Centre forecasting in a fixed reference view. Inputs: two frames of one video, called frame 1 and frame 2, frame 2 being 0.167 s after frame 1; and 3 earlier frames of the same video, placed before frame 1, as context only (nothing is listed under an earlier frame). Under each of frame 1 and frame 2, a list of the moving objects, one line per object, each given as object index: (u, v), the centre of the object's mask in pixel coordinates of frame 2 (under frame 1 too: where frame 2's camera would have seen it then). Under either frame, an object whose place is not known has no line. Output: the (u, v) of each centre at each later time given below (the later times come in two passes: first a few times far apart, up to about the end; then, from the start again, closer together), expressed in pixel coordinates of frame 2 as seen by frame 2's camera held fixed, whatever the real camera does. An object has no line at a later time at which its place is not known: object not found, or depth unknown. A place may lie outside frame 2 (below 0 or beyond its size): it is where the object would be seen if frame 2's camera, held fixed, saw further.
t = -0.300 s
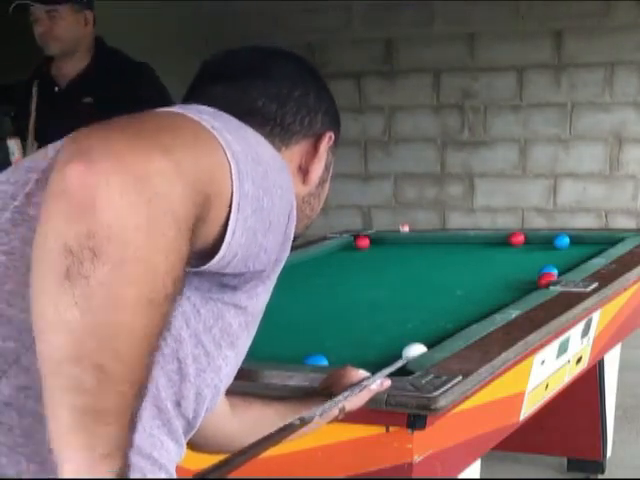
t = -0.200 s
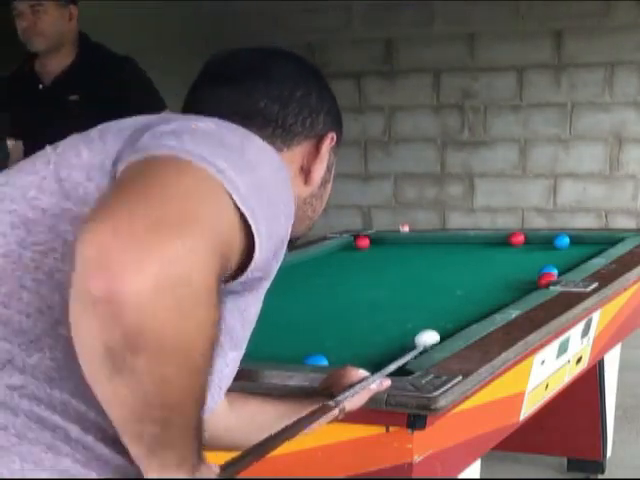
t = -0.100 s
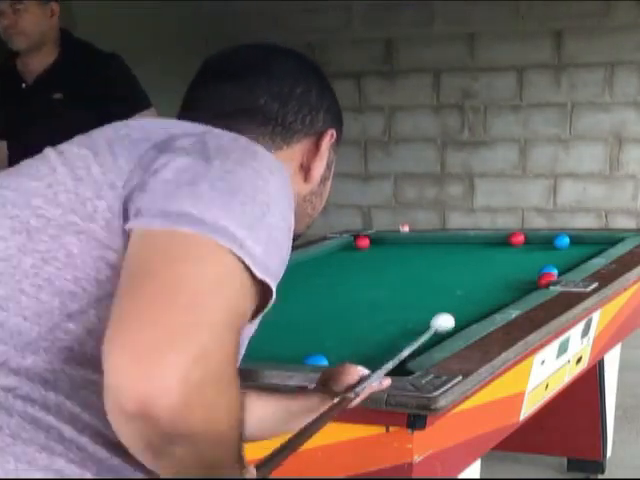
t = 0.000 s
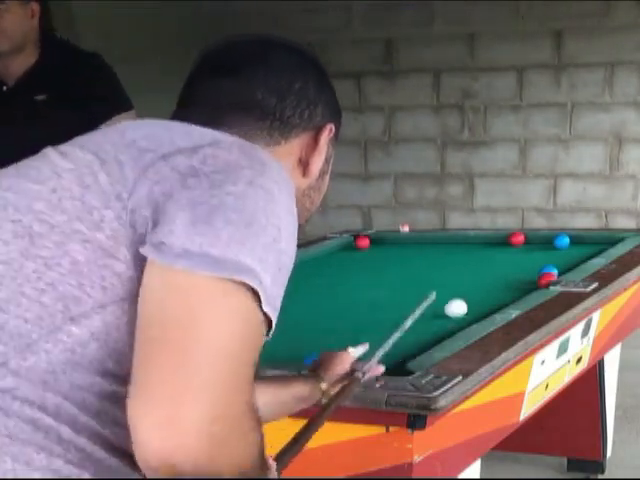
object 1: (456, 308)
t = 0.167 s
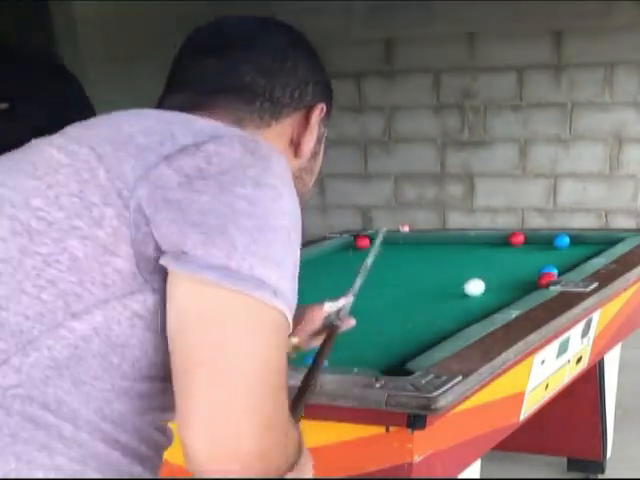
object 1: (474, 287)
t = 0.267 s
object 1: (484, 276)
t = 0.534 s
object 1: (505, 252)
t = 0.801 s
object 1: (513, 245)
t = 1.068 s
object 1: (513, 248)
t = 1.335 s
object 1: (512, 251)
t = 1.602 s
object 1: (513, 254)
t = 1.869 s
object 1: (512, 256)
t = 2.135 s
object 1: (512, 258)
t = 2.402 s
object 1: (512, 260)
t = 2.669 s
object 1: (512, 261)
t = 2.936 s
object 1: (511, 262)
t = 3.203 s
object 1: (510, 262)
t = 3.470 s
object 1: (510, 262)
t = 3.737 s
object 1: (510, 262)
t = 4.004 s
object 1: (510, 262)
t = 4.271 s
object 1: (510, 262)
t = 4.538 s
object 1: (510, 262)
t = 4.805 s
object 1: (510, 262)
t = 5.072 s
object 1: (510, 262)
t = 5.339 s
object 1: (510, 262)
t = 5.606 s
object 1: (510, 262)
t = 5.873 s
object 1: (510, 262)
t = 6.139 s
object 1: (510, 262)
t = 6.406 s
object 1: (510, 262)
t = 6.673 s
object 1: (510, 262)
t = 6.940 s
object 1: (510, 262)
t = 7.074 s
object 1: (510, 262)
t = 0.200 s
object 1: (477, 283)
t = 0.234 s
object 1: (480, 279)
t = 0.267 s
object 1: (484, 276)
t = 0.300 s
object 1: (486, 273)
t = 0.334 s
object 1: (489, 270)
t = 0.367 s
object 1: (492, 267)
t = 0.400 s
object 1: (495, 264)
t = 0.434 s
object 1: (498, 260)
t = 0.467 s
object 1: (500, 258)
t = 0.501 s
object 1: (503, 255)
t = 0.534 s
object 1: (505, 252)
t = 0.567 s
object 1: (507, 249)
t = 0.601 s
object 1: (509, 247)
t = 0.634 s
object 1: (512, 244)
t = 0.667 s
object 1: (513, 242)
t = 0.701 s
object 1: (514, 242)
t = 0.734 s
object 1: (513, 243)
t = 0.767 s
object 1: (513, 244)
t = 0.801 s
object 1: (513, 245)
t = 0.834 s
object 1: (513, 245)
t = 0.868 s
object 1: (513, 246)
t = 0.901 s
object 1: (513, 246)
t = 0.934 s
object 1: (513, 247)
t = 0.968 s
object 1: (513, 247)
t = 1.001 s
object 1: (513, 247)
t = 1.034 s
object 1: (513, 248)
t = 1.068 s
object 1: (513, 248)
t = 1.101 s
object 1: (512, 248)
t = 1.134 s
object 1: (512, 249)
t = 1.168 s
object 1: (512, 249)
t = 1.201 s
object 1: (512, 250)
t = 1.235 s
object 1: (513, 250)
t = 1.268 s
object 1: (512, 250)
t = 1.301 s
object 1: (513, 251)
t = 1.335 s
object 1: (512, 251)
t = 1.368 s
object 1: (513, 251)
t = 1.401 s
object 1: (512, 252)
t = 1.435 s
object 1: (512, 252)
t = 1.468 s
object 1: (513, 252)
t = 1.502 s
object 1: (513, 252)
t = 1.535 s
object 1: (513, 253)
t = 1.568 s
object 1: (513, 253)
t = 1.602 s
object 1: (513, 254)
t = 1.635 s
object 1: (513, 254)
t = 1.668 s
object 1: (513, 254)
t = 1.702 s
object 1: (513, 254)
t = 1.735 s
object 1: (512, 255)
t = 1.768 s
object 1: (512, 255)
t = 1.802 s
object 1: (512, 255)
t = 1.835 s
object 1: (512, 256)
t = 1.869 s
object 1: (512, 256)
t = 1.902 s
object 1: (513, 256)
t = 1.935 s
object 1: (513, 256)
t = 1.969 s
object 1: (512, 257)
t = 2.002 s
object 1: (512, 257)
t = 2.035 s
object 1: (512, 257)
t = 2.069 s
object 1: (512, 258)
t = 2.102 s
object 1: (512, 258)
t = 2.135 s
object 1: (512, 258)
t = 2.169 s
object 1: (512, 258)
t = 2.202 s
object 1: (512, 259)
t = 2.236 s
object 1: (512, 259)
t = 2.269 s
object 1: (512, 259)
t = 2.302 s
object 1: (512, 259)
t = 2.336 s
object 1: (512, 259)
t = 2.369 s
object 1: (512, 260)
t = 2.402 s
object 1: (512, 260)
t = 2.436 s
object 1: (512, 260)
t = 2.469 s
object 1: (512, 260)
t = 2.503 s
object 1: (512, 260)
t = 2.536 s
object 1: (512, 260)
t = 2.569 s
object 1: (512, 261)
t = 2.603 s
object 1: (512, 261)
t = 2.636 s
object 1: (512, 261)
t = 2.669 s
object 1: (512, 261)
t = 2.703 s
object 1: (512, 261)
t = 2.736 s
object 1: (512, 261)
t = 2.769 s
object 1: (512, 261)
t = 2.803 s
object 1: (512, 261)
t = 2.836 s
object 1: (512, 261)
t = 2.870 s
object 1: (511, 261)
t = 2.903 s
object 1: (511, 261)
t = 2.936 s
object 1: (511, 262)
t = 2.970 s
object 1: (511, 262)
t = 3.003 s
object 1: (511, 262)
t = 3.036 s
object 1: (511, 262)
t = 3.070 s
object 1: (511, 262)
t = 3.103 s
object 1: (511, 262)
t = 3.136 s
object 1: (510, 262)
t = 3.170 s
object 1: (510, 262)
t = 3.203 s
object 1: (510, 262)
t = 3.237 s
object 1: (510, 262)
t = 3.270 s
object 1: (510, 262)
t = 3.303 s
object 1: (510, 262)
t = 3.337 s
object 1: (510, 262)
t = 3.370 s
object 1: (510, 262)
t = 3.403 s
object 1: (510, 262)
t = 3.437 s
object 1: (510, 262)
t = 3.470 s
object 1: (510, 262)
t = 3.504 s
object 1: (510, 262)
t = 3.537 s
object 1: (510, 262)
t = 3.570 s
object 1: (510, 262)
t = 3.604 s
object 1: (510, 262)
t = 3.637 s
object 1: (510, 262)
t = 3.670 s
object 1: (510, 262)
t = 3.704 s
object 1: (510, 262)
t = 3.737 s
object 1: (510, 262)
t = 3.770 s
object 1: (510, 262)
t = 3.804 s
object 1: (510, 262)
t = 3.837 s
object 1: (510, 262)
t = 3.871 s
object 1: (510, 262)
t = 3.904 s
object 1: (510, 262)
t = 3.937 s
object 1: (510, 262)
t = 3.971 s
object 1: (510, 262)
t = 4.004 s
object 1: (510, 262)
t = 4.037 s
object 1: (510, 262)
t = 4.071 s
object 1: (510, 262)
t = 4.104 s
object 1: (510, 262)
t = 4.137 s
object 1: (510, 262)
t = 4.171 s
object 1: (510, 262)
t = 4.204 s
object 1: (510, 262)
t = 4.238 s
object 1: (510, 262)
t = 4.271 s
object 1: (510, 262)
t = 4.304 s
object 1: (510, 262)
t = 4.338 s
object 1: (510, 262)
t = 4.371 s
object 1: (510, 262)
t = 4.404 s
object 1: (510, 262)
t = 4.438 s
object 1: (510, 262)
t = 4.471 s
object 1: (510, 262)
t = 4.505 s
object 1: (510, 262)
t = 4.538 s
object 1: (510, 262)
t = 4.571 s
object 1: (510, 262)
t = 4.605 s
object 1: (510, 262)
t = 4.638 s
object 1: (510, 262)
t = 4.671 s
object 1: (510, 262)
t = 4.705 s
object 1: (510, 262)
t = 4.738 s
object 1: (510, 262)
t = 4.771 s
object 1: (510, 262)
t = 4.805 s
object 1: (510, 262)
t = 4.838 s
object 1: (510, 262)
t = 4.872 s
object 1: (510, 262)
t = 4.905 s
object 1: (510, 262)
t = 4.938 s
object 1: (510, 262)
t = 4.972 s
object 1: (510, 262)
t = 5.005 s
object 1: (510, 262)
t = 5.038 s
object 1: (510, 262)
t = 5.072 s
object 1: (510, 262)
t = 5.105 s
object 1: (510, 262)
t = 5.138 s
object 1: (510, 262)
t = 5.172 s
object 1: (510, 262)
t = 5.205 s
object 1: (510, 262)
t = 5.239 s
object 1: (510, 262)
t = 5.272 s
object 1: (510, 262)
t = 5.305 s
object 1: (510, 262)
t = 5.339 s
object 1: (510, 262)
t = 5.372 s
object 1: (510, 262)
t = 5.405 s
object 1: (510, 262)
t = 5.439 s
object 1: (510, 262)
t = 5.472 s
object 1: (510, 262)
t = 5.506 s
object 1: (510, 262)
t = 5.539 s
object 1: (510, 262)
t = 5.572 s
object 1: (510, 262)
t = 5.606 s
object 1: (510, 262)
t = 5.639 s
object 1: (510, 262)
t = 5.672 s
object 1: (510, 262)
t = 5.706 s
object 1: (510, 262)
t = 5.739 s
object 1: (510, 262)
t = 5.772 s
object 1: (510, 262)
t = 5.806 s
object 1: (510, 262)
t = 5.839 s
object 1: (510, 262)
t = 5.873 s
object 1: (510, 262)
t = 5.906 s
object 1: (510, 262)
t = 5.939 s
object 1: (510, 262)
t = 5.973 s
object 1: (510, 262)
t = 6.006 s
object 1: (510, 262)
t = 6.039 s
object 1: (510, 262)
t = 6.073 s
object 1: (510, 262)
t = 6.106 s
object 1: (510, 262)
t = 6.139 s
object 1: (510, 262)
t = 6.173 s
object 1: (510, 262)
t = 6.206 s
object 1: (510, 262)
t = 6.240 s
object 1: (510, 262)
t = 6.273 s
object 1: (510, 262)
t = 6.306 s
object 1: (510, 262)
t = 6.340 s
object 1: (510, 262)
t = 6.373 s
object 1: (510, 262)
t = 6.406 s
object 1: (510, 262)
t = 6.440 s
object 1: (510, 262)
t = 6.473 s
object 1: (510, 262)
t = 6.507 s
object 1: (510, 262)
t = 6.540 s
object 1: (510, 262)
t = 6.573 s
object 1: (510, 262)
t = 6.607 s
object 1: (510, 262)
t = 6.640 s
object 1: (510, 262)
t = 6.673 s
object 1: (510, 262)
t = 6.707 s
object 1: (510, 262)
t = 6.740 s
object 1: (510, 262)
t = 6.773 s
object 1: (510, 262)
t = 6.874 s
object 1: (510, 262)
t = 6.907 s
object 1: (510, 262)
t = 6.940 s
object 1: (510, 262)
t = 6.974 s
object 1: (510, 262)
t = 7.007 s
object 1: (510, 262)
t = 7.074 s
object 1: (510, 262)
